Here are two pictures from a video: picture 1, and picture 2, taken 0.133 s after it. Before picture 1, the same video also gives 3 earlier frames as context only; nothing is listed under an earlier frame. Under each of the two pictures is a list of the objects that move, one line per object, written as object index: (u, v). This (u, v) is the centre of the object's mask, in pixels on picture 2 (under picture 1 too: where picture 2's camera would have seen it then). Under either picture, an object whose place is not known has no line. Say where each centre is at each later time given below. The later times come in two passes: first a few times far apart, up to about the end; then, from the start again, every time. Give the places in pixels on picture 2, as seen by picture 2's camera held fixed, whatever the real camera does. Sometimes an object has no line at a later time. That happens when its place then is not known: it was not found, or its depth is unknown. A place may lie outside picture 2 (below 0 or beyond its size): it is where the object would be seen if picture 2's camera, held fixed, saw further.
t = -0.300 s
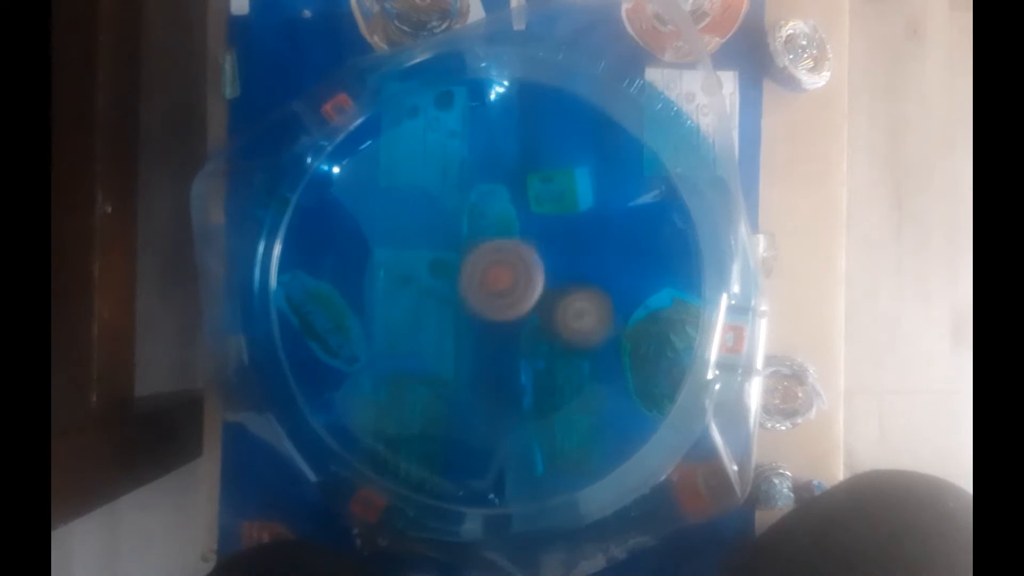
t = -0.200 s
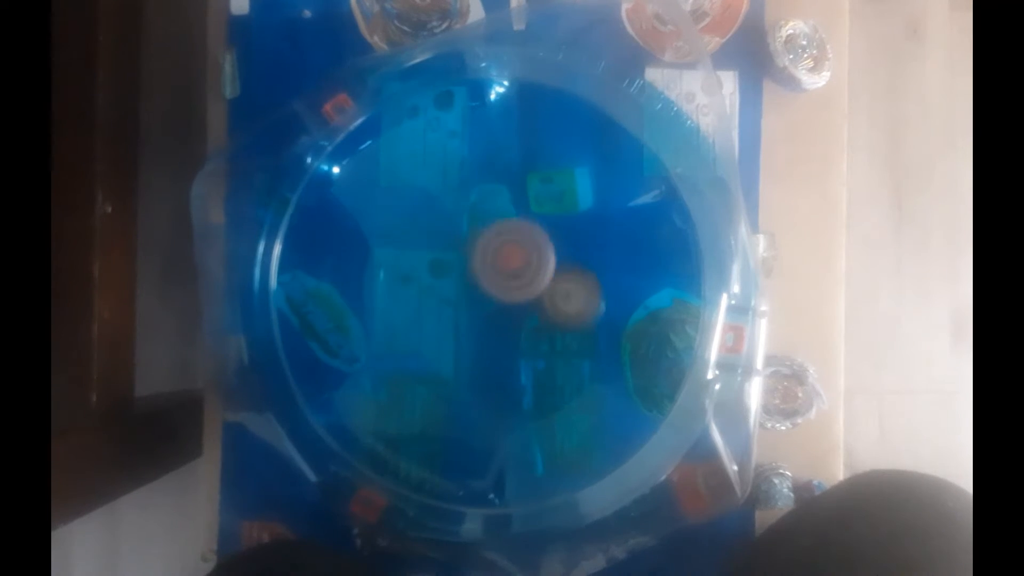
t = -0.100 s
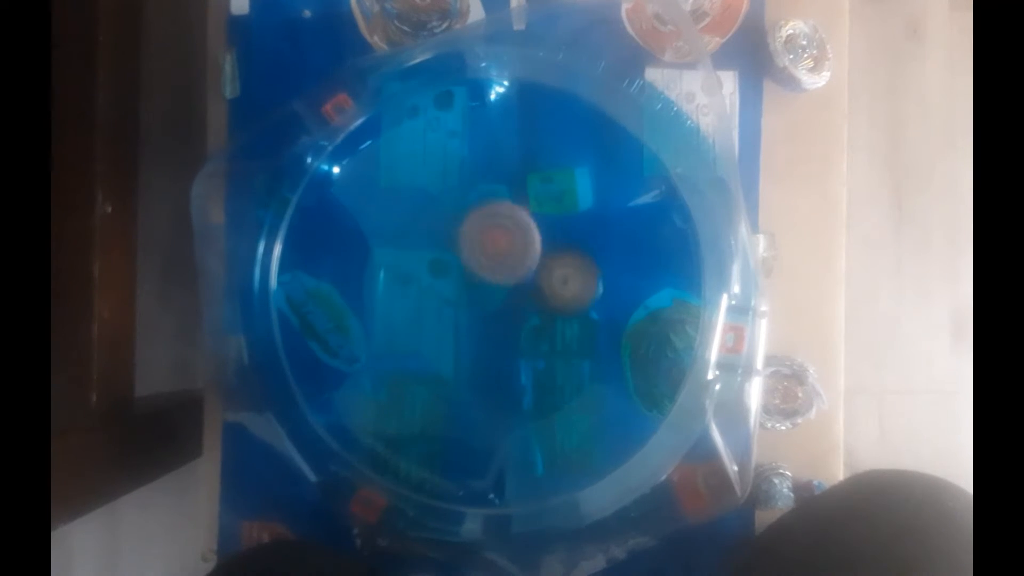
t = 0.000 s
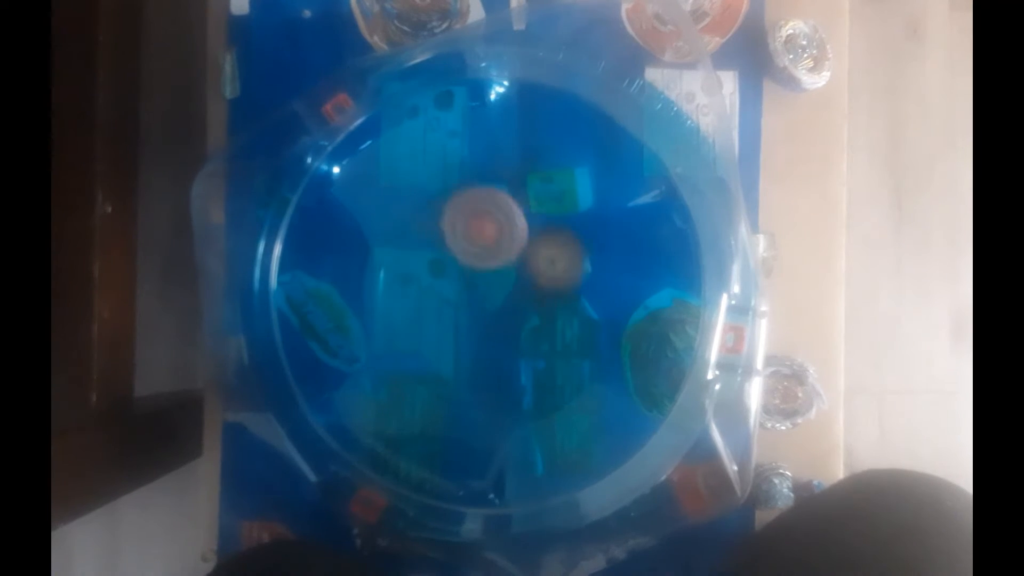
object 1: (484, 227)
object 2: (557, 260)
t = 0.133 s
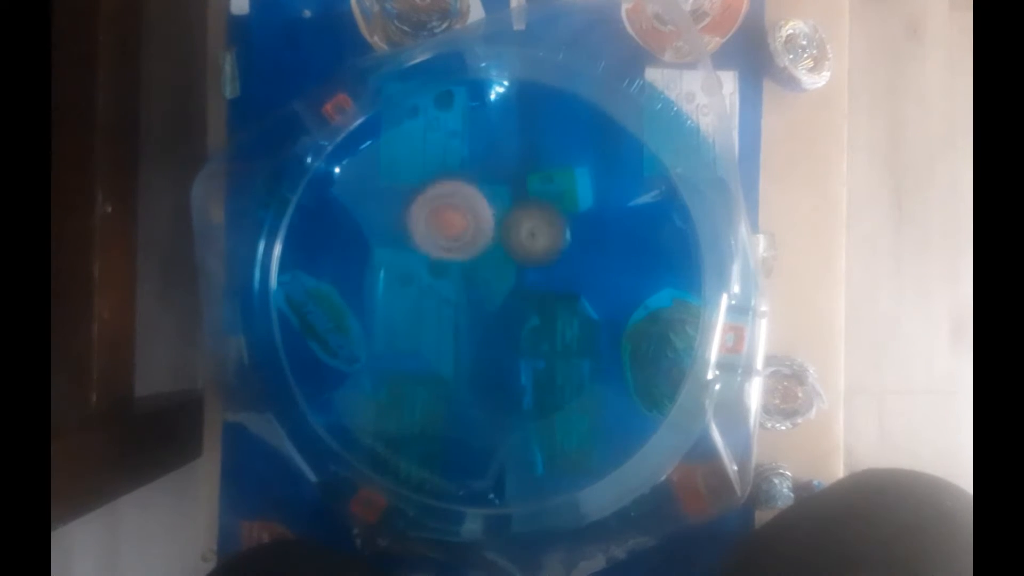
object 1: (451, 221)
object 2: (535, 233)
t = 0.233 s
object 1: (427, 227)
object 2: (521, 218)
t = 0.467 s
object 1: (418, 283)
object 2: (477, 209)
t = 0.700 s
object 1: (450, 344)
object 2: (440, 234)
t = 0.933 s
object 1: (513, 358)
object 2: (420, 275)
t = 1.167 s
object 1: (561, 317)
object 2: (420, 320)
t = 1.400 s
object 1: (550, 255)
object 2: (444, 349)
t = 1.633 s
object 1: (490, 229)
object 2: (484, 353)
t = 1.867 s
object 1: (438, 269)
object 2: (530, 336)
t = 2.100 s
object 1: (447, 326)
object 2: (559, 303)
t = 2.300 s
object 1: (496, 340)
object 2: (558, 275)
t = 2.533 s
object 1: (532, 349)
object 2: (539, 203)
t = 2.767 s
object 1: (512, 296)
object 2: (481, 214)
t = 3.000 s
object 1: (490, 292)
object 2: (406, 213)
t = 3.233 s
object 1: (477, 308)
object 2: (388, 271)
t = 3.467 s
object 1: (504, 310)
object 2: (423, 346)
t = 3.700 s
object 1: (529, 287)
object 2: (481, 381)
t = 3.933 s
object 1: (512, 268)
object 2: (556, 351)
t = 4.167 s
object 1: (477, 279)
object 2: (585, 298)
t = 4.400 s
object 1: (471, 315)
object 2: (543, 233)
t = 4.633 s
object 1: (499, 320)
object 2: (491, 195)
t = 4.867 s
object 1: (513, 289)
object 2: (433, 241)
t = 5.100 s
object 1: (491, 263)
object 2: (396, 301)
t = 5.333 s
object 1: (469, 278)
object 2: (429, 351)
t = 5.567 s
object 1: (477, 301)
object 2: (500, 371)
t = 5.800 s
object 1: (505, 297)
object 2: (564, 336)
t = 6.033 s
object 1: (497, 282)
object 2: (572, 269)
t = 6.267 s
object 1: (483, 295)
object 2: (513, 225)
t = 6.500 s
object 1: (506, 311)
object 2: (449, 248)
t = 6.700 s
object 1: (509, 293)
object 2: (434, 305)
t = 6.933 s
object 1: (483, 279)
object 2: (474, 362)
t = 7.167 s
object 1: (480, 300)
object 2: (535, 347)
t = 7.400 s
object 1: (490, 295)
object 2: (555, 282)
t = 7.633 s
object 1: (482, 293)
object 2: (498, 232)
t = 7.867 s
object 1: (492, 323)
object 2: (429, 259)
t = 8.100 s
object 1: (509, 313)
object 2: (433, 325)
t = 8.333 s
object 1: (486, 280)
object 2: (500, 354)
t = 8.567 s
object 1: (463, 297)
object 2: (561, 312)
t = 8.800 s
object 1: (476, 312)
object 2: (560, 263)
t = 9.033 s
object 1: (502, 328)
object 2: (498, 233)
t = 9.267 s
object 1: (505, 333)
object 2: (449, 247)
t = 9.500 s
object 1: (493, 320)
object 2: (440, 279)
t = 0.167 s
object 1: (442, 222)
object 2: (532, 228)
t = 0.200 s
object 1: (434, 224)
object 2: (526, 223)
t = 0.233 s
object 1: (427, 227)
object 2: (521, 218)
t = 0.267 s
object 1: (422, 232)
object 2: (516, 215)
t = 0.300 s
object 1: (419, 239)
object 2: (510, 212)
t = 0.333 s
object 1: (417, 247)
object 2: (503, 209)
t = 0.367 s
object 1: (417, 255)
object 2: (496, 208)
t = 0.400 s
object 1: (416, 264)
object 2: (490, 208)
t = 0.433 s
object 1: (417, 273)
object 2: (483, 209)
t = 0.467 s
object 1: (418, 283)
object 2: (477, 209)
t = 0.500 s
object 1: (420, 293)
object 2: (470, 211)
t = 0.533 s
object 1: (423, 303)
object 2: (464, 213)
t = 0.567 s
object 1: (426, 312)
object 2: (459, 216)
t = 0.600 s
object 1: (431, 320)
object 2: (453, 220)
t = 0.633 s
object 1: (435, 329)
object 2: (449, 224)
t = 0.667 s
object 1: (443, 336)
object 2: (444, 229)
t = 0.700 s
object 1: (450, 344)
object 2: (440, 234)
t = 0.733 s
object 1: (459, 349)
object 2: (437, 238)
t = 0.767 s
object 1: (466, 354)
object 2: (432, 244)
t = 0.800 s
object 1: (476, 356)
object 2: (429, 251)
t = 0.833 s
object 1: (485, 360)
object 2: (427, 257)
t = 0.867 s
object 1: (495, 359)
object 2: (424, 263)
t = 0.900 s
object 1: (505, 360)
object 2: (422, 269)
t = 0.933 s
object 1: (513, 358)
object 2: (420, 275)
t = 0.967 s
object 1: (523, 356)
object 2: (419, 282)
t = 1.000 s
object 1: (530, 352)
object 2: (419, 288)
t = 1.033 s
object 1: (539, 348)
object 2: (418, 296)
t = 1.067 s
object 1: (546, 340)
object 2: (418, 302)
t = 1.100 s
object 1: (552, 334)
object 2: (418, 309)
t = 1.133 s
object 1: (556, 326)
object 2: (419, 315)
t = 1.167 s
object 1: (561, 317)
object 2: (420, 320)
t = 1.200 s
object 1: (563, 308)
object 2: (423, 326)
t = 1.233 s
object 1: (565, 298)
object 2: (425, 330)
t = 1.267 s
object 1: (564, 290)
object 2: (428, 335)
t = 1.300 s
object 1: (563, 279)
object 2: (431, 339)
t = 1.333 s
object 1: (560, 271)
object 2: (435, 342)
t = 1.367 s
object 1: (555, 262)
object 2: (440, 345)
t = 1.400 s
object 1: (550, 255)
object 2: (444, 349)
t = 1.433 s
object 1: (544, 248)
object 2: (448, 350)
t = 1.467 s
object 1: (535, 241)
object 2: (453, 352)
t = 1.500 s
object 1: (528, 236)
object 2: (460, 353)
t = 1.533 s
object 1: (518, 233)
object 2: (465, 353)
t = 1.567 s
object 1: (509, 230)
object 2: (471, 354)
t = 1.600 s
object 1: (499, 230)
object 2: (477, 354)
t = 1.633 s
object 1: (490, 229)
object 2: (484, 353)
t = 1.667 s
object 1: (480, 232)
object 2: (490, 352)
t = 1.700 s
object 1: (472, 234)
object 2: (496, 350)
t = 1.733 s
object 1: (462, 240)
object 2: (503, 348)
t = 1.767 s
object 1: (455, 245)
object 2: (509, 346)
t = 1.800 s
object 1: (448, 253)
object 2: (516, 343)
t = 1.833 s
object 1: (443, 259)
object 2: (524, 340)
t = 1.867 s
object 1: (438, 269)
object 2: (530, 336)
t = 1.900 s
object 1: (435, 277)
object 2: (536, 331)
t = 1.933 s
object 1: (433, 287)
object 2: (541, 326)
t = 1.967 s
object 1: (433, 295)
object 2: (547, 322)
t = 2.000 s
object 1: (433, 304)
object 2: (551, 317)
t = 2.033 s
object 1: (437, 311)
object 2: (555, 312)
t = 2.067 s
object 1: (440, 319)
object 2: (558, 307)
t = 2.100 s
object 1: (447, 326)
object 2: (559, 303)
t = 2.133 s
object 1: (452, 332)
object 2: (561, 297)
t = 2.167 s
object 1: (461, 336)
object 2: (561, 293)
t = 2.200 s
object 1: (467, 338)
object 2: (562, 289)
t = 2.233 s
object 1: (478, 340)
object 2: (561, 284)
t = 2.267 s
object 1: (486, 340)
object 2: (560, 279)
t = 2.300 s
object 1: (496, 340)
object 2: (558, 275)
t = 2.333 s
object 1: (504, 337)
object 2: (556, 270)
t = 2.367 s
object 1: (513, 334)
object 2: (553, 266)
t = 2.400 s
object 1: (520, 334)
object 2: (552, 251)
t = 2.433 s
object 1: (523, 344)
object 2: (549, 234)
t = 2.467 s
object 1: (527, 348)
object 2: (547, 223)
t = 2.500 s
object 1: (529, 351)
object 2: (543, 211)
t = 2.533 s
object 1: (532, 349)
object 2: (539, 203)
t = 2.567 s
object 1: (532, 345)
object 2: (532, 201)
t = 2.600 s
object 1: (532, 341)
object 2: (525, 202)
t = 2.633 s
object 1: (529, 332)
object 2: (518, 204)
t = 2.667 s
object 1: (526, 324)
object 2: (508, 207)
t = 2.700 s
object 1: (524, 314)
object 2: (498, 209)
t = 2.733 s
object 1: (518, 305)
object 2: (490, 210)
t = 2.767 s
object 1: (512, 296)
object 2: (481, 214)
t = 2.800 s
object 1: (505, 287)
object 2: (468, 217)
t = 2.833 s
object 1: (500, 282)
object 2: (458, 216)
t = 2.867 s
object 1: (497, 283)
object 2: (448, 214)
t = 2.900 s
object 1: (498, 285)
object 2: (432, 210)
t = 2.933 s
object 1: (497, 289)
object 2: (420, 209)
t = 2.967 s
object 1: (494, 288)
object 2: (412, 210)
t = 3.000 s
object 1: (490, 292)
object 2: (406, 213)
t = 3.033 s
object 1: (488, 294)
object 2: (398, 218)
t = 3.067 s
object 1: (482, 295)
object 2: (394, 224)
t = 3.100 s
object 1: (481, 299)
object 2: (390, 233)
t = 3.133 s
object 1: (479, 301)
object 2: (388, 242)
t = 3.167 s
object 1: (475, 304)
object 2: (386, 249)
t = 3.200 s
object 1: (477, 308)
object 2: (387, 260)
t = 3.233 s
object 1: (477, 308)
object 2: (388, 271)
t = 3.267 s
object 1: (476, 312)
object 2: (391, 280)
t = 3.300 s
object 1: (480, 312)
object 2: (397, 288)
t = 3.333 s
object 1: (481, 312)
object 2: (404, 298)
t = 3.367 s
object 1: (485, 315)
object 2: (411, 309)
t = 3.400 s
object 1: (492, 311)
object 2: (415, 320)
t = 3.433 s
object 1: (496, 309)
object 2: (418, 332)
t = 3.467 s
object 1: (504, 310)
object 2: (423, 346)
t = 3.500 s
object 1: (509, 307)
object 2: (428, 356)
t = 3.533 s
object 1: (512, 305)
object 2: (435, 367)
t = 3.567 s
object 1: (519, 303)
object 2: (440, 378)
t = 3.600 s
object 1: (523, 299)
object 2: (449, 383)
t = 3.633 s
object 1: (524, 296)
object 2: (459, 383)
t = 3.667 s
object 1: (528, 291)
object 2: (469, 383)
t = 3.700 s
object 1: (529, 287)
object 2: (481, 381)
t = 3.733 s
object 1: (529, 284)
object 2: (493, 378)
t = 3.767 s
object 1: (530, 279)
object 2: (503, 374)
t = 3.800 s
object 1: (527, 276)
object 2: (513, 370)
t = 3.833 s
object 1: (524, 273)
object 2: (526, 365)
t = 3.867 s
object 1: (522, 269)
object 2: (537, 361)
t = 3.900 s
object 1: (516, 269)
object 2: (547, 356)
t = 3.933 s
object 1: (512, 268)
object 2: (556, 351)
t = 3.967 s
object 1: (507, 266)
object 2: (567, 344)
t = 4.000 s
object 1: (501, 267)
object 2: (576, 339)
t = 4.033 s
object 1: (497, 270)
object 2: (584, 332)
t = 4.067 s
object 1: (491, 269)
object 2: (591, 324)
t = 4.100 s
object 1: (486, 273)
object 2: (591, 317)
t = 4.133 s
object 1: (482, 277)
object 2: (588, 308)
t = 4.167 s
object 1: (477, 279)
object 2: (585, 298)
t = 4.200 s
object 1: (473, 285)
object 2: (581, 288)
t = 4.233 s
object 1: (472, 291)
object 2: (576, 278)
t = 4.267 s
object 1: (469, 294)
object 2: (570, 269)
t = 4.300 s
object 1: (468, 301)
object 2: (564, 260)
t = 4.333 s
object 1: (470, 306)
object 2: (557, 249)
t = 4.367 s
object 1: (470, 308)
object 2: (550, 242)
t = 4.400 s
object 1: (471, 315)
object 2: (543, 233)
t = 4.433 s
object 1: (476, 317)
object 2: (536, 225)
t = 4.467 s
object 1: (478, 319)
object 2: (530, 217)
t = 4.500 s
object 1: (480, 323)
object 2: (522, 208)
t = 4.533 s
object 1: (487, 322)
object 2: (514, 202)
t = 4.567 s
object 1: (490, 322)
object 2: (506, 194)
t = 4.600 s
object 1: (493, 324)
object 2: (498, 192)
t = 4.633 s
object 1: (499, 320)
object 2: (491, 195)
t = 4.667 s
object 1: (502, 316)
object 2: (484, 201)
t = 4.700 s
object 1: (505, 315)
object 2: (476, 208)
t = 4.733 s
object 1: (510, 309)
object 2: (468, 213)
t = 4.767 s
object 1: (511, 305)
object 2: (459, 220)
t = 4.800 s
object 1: (510, 302)
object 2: (450, 227)
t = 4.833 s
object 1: (515, 294)
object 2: (442, 234)
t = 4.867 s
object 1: (513, 289)
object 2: (433, 241)
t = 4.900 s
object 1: (510, 285)
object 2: (425, 249)
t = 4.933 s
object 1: (512, 279)
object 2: (416, 256)
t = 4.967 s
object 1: (507, 274)
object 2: (411, 265)
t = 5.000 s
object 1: (504, 271)
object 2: (406, 274)
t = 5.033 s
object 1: (503, 267)
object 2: (401, 283)
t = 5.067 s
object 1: (496, 263)
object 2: (397, 293)
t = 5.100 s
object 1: (491, 263)
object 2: (396, 301)
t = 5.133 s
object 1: (489, 263)
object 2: (396, 308)
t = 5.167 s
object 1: (484, 261)
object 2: (398, 316)
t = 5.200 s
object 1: (480, 264)
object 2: (402, 323)
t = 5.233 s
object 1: (477, 268)
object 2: (407, 330)
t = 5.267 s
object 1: (473, 268)
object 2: (414, 337)
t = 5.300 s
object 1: (469, 273)
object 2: (421, 345)
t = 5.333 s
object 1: (469, 278)
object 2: (429, 351)
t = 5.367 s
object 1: (468, 280)
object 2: (438, 356)
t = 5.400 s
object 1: (465, 286)
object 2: (447, 360)
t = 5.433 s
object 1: (468, 291)
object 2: (457, 364)
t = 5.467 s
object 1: (470, 293)
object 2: (467, 369)
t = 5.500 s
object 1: (468, 296)
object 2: (478, 372)
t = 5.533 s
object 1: (472, 301)
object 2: (490, 372)
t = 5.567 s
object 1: (477, 301)
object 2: (500, 371)
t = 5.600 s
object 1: (480, 302)
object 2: (510, 371)
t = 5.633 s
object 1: (483, 306)
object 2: (523, 368)
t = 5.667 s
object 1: (490, 304)
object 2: (533, 363)
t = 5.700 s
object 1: (494, 303)
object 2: (541, 359)
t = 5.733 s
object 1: (496, 303)
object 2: (549, 353)
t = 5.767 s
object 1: (503, 301)
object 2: (558, 345)
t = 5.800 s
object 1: (505, 297)
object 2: (564, 336)
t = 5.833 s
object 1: (506, 294)
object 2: (568, 327)
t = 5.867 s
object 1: (511, 293)
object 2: (574, 318)
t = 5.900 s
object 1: (511, 288)
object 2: (577, 310)
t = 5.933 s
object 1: (507, 287)
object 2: (579, 299)
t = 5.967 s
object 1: (503, 287)
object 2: (577, 291)
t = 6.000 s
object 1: (503, 284)
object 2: (575, 278)
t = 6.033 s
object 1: (497, 282)
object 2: (572, 269)
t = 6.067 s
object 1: (493, 283)
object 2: (567, 258)
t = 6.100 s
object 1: (491, 285)
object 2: (560, 250)
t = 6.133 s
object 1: (489, 285)
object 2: (551, 243)
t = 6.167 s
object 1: (485, 287)
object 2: (541, 236)
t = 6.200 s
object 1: (483, 291)
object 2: (531, 232)
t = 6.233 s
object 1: (483, 294)
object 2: (522, 228)
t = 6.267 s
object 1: (483, 295)
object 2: (513, 225)
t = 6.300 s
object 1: (484, 299)
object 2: (500, 223)
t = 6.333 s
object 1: (487, 302)
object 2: (493, 223)
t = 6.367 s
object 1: (490, 305)
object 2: (483, 225)
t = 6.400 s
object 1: (491, 308)
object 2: (473, 229)
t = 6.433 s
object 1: (496, 312)
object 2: (464, 235)
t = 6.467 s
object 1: (502, 312)
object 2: (456, 241)
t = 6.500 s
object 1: (506, 311)
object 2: (449, 248)
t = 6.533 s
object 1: (506, 307)
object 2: (444, 256)
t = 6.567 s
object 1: (506, 306)
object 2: (440, 263)
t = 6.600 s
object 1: (507, 303)
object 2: (436, 275)
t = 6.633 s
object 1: (509, 300)
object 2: (433, 284)
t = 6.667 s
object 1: (508, 296)
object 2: (432, 296)
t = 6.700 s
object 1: (509, 293)
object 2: (434, 305)
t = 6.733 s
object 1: (506, 288)
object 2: (437, 315)
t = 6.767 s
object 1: (501, 287)
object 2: (440, 323)
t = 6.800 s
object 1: (498, 283)
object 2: (445, 333)
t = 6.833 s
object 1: (497, 280)
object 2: (451, 342)
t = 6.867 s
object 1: (491, 276)
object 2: (458, 350)
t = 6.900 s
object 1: (486, 277)
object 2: (465, 356)
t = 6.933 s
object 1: (483, 279)
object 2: (474, 362)
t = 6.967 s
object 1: (480, 281)
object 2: (483, 364)
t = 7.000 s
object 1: (476, 282)
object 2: (491, 364)
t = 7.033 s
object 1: (472, 287)
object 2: (501, 364)
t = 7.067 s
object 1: (473, 293)
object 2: (510, 363)
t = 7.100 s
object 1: (477, 297)
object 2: (520, 358)
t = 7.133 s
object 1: (480, 298)
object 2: (528, 353)
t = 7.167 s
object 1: (480, 300)
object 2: (535, 347)
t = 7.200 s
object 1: (483, 302)
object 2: (544, 338)
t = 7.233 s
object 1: (486, 301)
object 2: (548, 331)
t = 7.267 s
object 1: (485, 300)
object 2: (553, 322)
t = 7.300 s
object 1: (483, 300)
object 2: (556, 313)
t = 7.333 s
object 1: (485, 302)
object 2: (556, 304)
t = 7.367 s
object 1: (488, 300)
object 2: (556, 293)
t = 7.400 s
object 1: (490, 295)
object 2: (555, 282)
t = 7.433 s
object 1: (491, 290)
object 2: (551, 271)
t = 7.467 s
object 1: (488, 286)
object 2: (546, 261)
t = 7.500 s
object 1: (485, 286)
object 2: (538, 253)
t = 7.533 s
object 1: (484, 285)
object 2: (529, 244)
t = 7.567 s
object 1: (482, 286)
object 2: (522, 238)
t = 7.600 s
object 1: (481, 289)
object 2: (512, 235)
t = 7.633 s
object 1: (482, 293)
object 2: (498, 232)
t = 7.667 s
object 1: (486, 296)
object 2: (483, 232)
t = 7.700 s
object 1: (487, 298)
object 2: (472, 231)
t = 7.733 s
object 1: (486, 303)
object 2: (461, 235)
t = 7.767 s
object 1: (489, 309)
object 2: (451, 238)
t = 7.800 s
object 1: (489, 314)
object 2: (444, 243)
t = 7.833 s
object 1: (490, 320)
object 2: (435, 251)
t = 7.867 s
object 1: (492, 323)
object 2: (429, 259)
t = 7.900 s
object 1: (494, 324)
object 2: (426, 267)
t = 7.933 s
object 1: (496, 324)
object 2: (422, 277)
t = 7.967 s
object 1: (500, 323)
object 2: (421, 286)
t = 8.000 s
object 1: (504, 323)
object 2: (421, 296)
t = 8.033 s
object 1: (507, 320)
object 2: (423, 307)
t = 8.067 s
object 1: (508, 315)
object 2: (428, 317)
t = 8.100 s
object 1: (509, 313)
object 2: (433, 325)
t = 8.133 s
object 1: (507, 309)
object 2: (440, 334)
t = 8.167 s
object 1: (505, 303)
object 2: (447, 341)
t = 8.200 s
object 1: (504, 297)
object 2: (455, 346)
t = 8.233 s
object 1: (501, 291)
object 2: (467, 350)
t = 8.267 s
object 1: (496, 285)
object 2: (476, 356)
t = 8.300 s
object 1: (490, 281)
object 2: (487, 356)
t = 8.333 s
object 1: (486, 280)
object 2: (500, 354)
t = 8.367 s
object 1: (482, 280)
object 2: (509, 353)
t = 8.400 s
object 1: (476, 281)
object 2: (519, 349)
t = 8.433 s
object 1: (472, 284)
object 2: (532, 341)
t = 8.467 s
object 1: (467, 285)
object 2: (541, 335)
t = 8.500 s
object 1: (465, 290)
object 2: (549, 328)
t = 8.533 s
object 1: (464, 294)
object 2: (556, 320)
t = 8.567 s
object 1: (463, 297)
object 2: (561, 312)
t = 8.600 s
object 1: (463, 299)
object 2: (565, 303)
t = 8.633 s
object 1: (463, 302)
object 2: (568, 296)
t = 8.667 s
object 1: (463, 304)
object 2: (570, 288)
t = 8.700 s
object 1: (465, 306)
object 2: (569, 282)
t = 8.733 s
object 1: (468, 309)
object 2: (568, 274)
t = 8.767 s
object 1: (472, 311)
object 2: (565, 268)
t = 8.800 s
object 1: (476, 312)
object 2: (560, 263)
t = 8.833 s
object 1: (479, 314)
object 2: (553, 255)
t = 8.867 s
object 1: (481, 318)
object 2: (547, 250)
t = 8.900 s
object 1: (486, 320)
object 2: (539, 247)
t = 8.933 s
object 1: (491, 322)
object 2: (529, 243)
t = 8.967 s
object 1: (496, 324)
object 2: (518, 240)
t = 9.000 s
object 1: (499, 326)
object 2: (510, 238)
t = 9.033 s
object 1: (502, 328)
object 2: (498, 233)
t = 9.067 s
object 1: (502, 329)
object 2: (490, 234)
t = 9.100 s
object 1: (504, 331)
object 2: (477, 233)
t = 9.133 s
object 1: (505, 332)
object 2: (470, 234)
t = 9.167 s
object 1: (505, 333)
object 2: (464, 236)
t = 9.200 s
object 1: (505, 334)
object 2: (458, 240)
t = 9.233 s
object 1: (505, 334)
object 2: (452, 242)
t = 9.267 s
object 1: (505, 333)
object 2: (449, 247)
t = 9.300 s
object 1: (503, 332)
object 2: (444, 250)
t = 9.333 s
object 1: (502, 330)
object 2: (444, 254)
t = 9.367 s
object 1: (501, 328)
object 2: (443, 261)
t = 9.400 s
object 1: (498, 326)
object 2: (441, 265)
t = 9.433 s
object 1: (495, 324)
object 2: (441, 270)
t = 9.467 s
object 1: (492, 321)
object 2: (440, 275)
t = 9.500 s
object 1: (493, 320)
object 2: (440, 279)
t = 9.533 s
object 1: (494, 319)
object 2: (434, 288)
